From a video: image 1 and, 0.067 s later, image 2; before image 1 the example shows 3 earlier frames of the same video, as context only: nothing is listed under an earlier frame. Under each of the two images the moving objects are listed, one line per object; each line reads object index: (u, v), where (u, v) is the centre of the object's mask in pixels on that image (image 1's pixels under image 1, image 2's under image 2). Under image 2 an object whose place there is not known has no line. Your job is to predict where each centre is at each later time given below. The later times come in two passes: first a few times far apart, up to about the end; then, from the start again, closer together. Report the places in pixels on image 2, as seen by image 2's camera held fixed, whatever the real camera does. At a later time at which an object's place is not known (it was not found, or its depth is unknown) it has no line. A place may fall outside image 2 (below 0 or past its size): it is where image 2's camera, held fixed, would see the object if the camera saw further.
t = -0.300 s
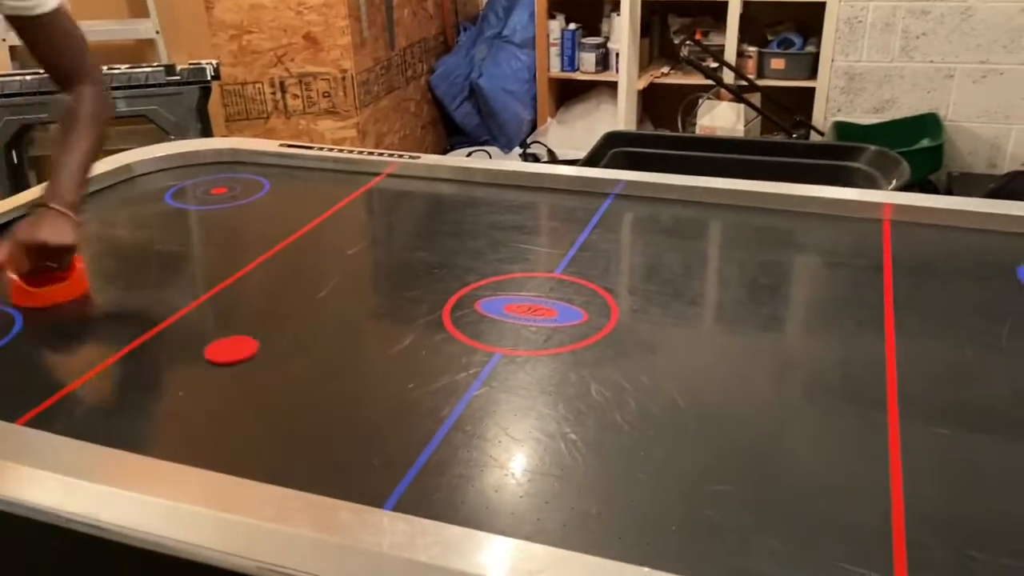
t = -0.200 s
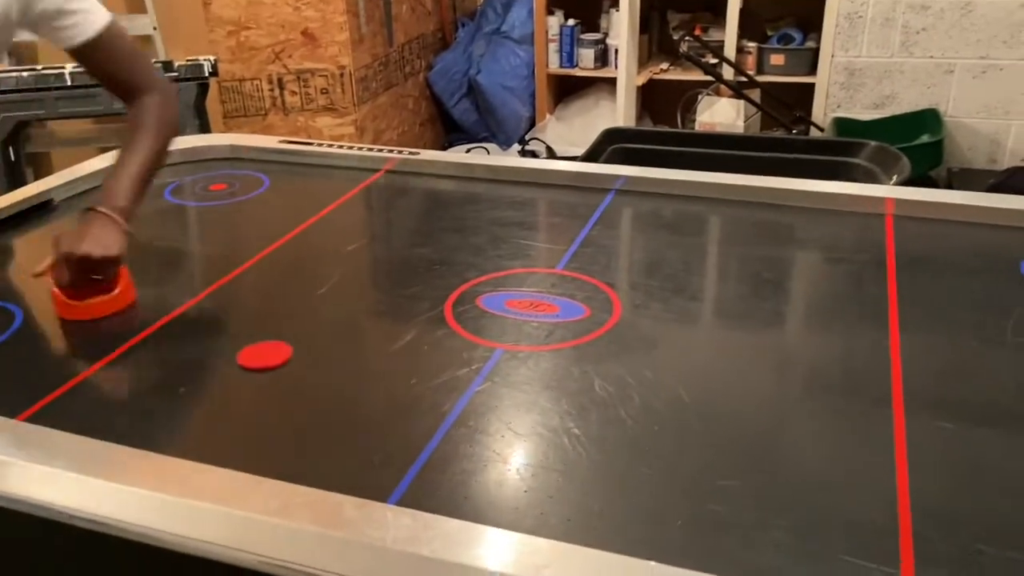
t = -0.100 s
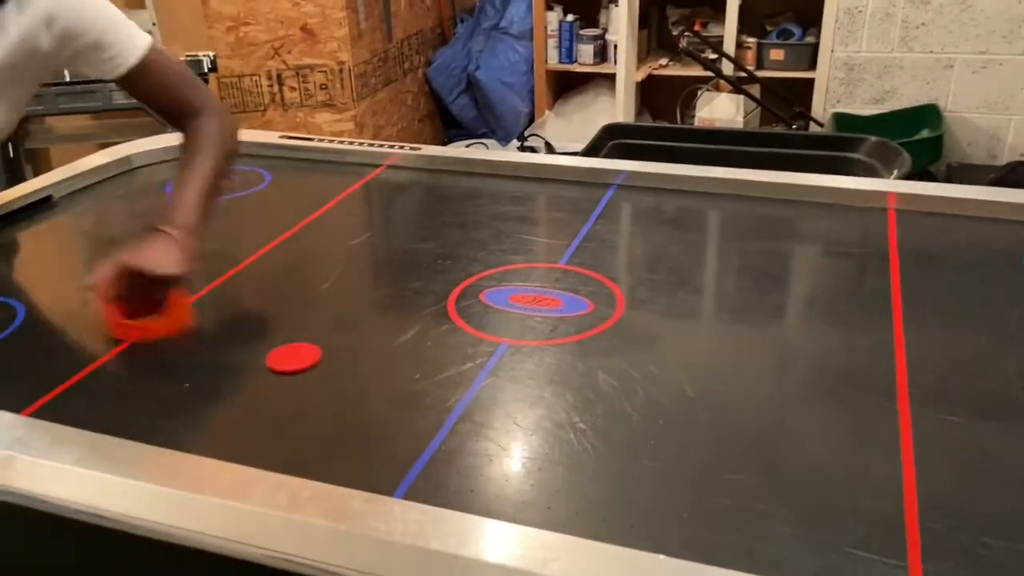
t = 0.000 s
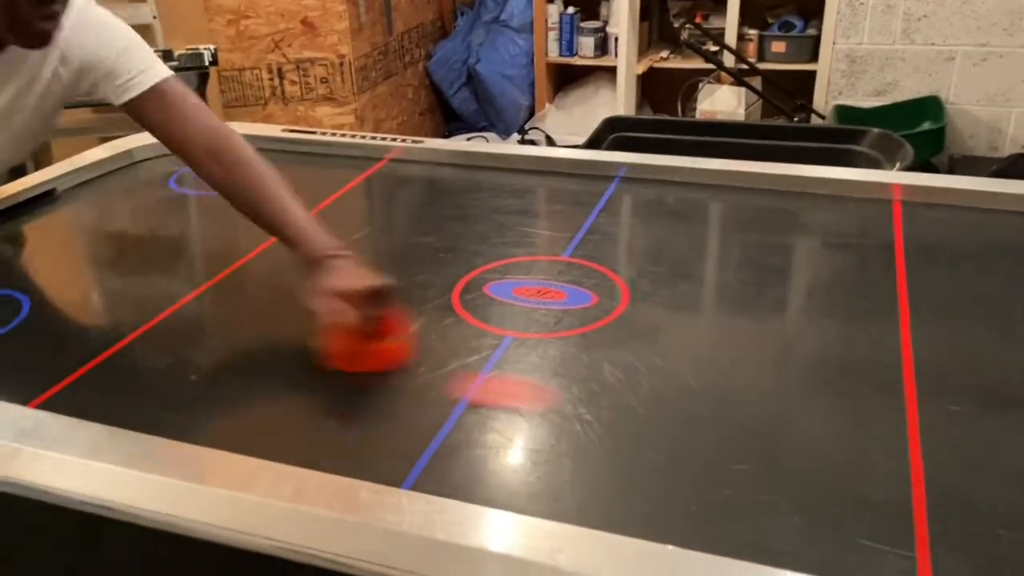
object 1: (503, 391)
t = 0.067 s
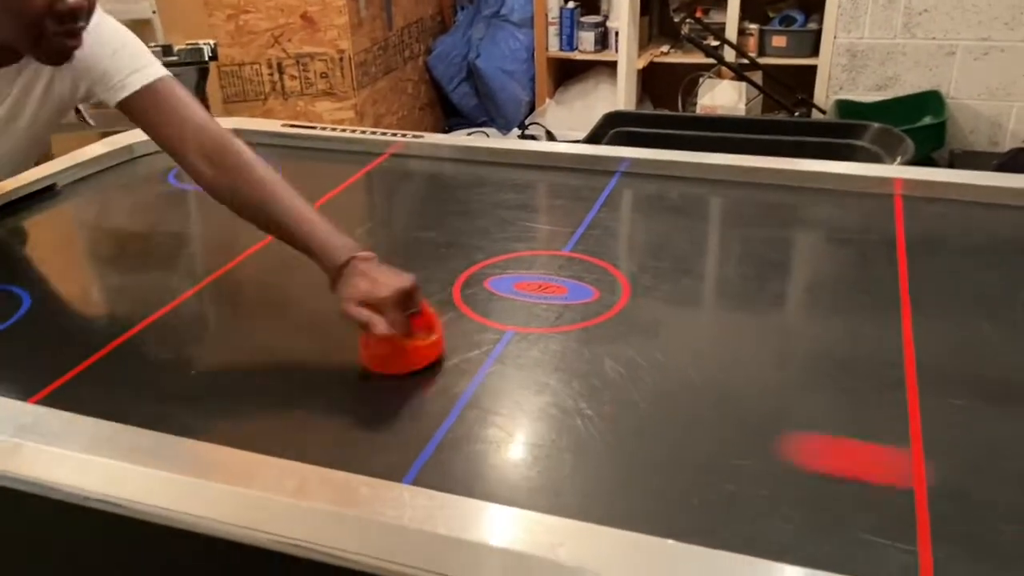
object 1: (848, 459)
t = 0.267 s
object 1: (1023, 377)
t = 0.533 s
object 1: (553, 179)
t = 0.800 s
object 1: (239, 215)
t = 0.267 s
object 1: (1023, 377)
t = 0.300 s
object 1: (959, 348)
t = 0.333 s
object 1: (863, 310)
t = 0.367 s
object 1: (795, 281)
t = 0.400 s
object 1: (734, 255)
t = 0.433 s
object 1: (680, 232)
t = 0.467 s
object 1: (633, 212)
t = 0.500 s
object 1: (591, 194)
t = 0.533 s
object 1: (553, 179)
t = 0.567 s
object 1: (519, 172)
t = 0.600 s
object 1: (480, 178)
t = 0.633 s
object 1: (439, 185)
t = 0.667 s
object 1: (400, 190)
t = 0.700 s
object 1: (361, 197)
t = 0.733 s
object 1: (321, 203)
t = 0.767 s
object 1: (279, 209)
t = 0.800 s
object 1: (239, 215)
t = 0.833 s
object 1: (198, 222)
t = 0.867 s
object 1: (156, 228)
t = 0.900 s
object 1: (116, 235)
